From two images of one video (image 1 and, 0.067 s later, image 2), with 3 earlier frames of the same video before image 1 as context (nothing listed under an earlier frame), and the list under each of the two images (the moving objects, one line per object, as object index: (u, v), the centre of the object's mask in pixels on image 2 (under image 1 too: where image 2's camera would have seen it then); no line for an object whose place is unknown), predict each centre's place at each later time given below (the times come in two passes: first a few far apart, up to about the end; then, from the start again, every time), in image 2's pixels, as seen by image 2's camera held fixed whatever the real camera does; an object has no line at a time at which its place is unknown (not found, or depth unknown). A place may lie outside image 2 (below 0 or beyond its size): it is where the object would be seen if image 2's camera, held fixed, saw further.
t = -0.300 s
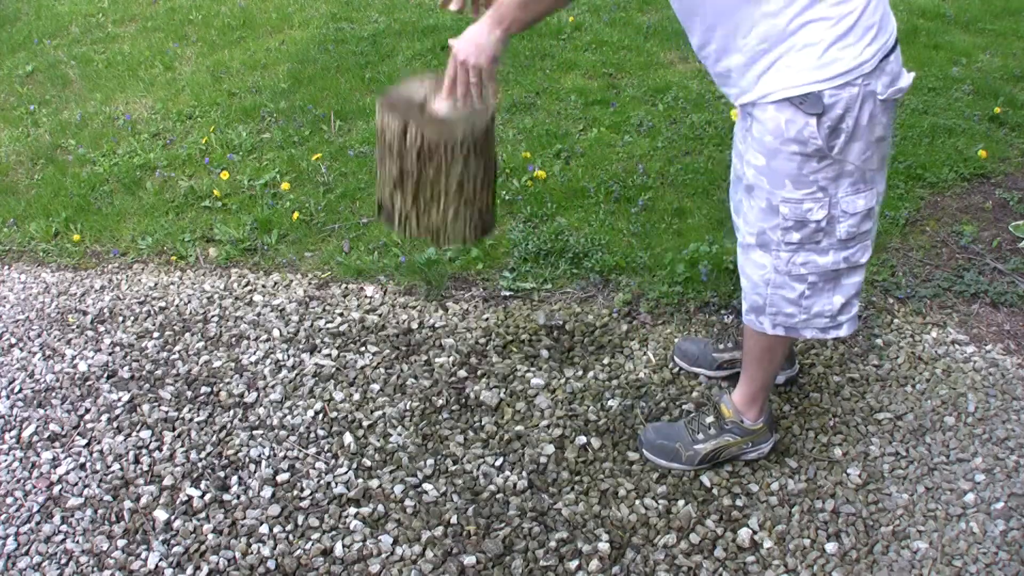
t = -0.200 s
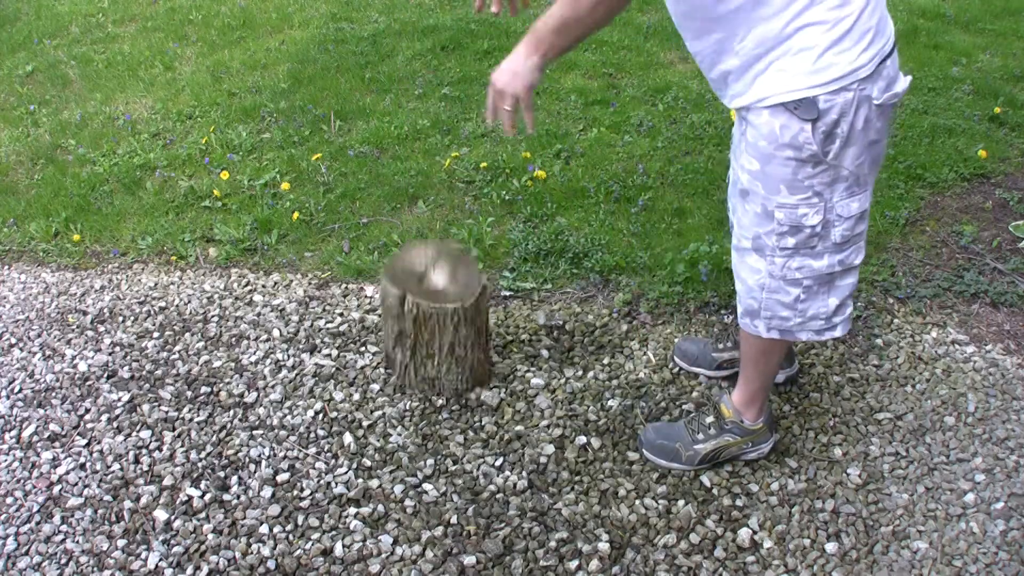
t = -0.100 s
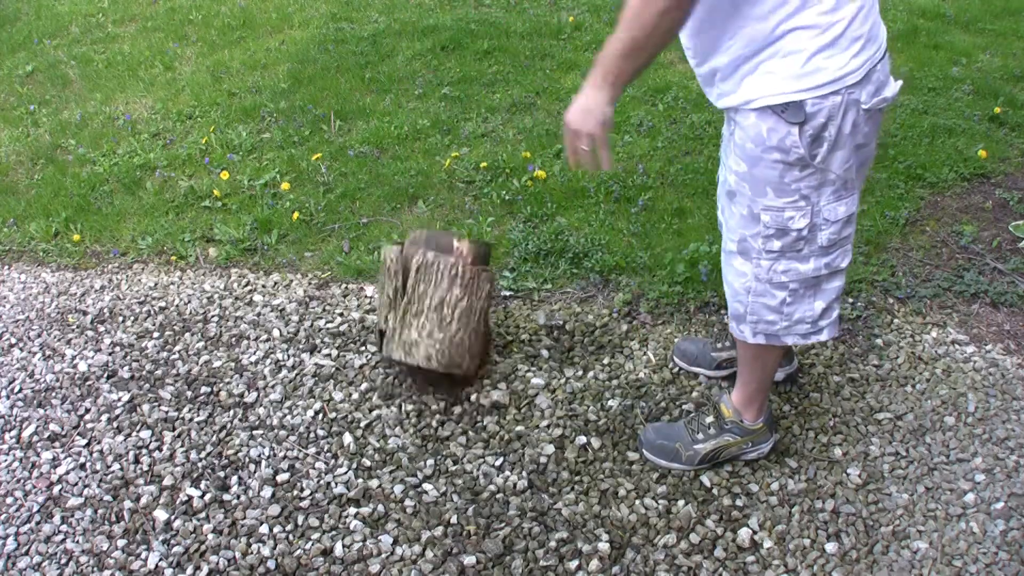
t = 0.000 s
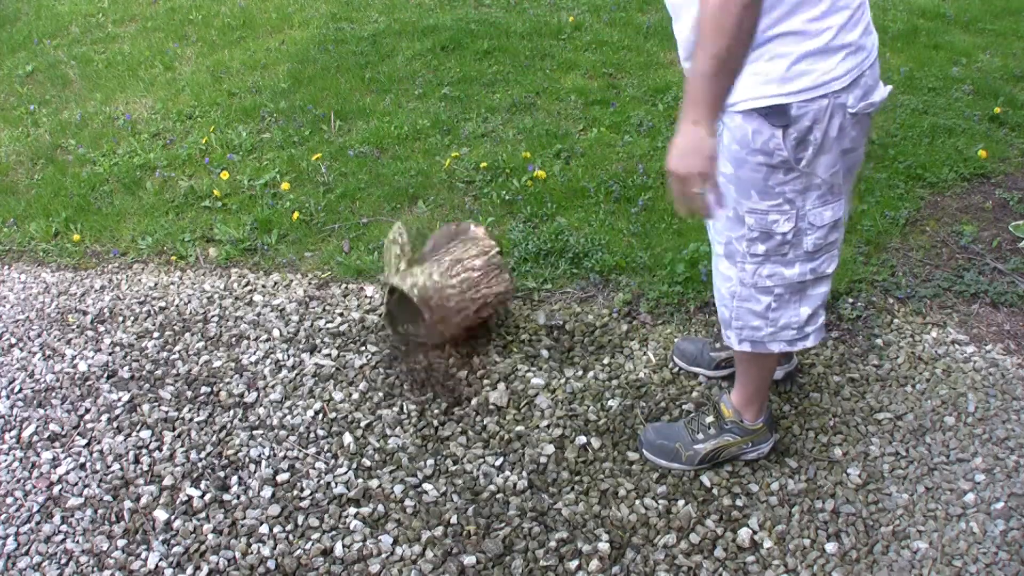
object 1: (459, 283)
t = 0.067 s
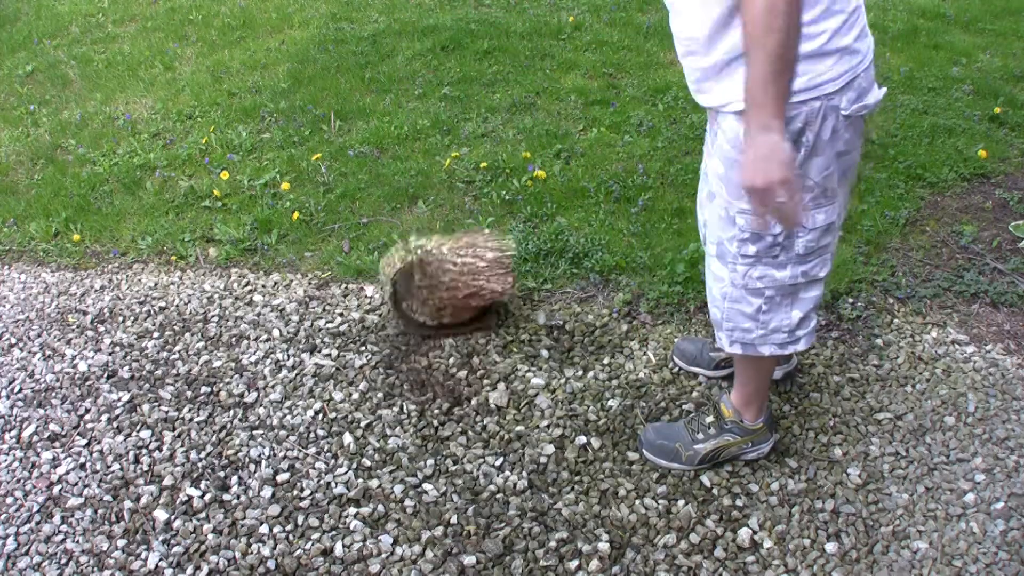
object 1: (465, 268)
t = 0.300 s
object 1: (501, 269)
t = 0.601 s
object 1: (530, 293)
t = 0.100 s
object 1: (471, 259)
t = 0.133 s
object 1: (475, 256)
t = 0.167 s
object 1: (480, 258)
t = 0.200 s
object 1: (486, 260)
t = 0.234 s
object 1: (491, 259)
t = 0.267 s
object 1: (496, 262)
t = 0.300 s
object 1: (501, 269)
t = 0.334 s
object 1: (505, 277)
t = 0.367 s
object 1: (512, 286)
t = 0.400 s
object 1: (516, 288)
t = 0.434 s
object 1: (519, 289)
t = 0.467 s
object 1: (522, 291)
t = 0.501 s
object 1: (523, 292)
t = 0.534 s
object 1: (526, 292)
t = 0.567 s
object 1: (528, 292)
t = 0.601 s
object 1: (530, 293)
